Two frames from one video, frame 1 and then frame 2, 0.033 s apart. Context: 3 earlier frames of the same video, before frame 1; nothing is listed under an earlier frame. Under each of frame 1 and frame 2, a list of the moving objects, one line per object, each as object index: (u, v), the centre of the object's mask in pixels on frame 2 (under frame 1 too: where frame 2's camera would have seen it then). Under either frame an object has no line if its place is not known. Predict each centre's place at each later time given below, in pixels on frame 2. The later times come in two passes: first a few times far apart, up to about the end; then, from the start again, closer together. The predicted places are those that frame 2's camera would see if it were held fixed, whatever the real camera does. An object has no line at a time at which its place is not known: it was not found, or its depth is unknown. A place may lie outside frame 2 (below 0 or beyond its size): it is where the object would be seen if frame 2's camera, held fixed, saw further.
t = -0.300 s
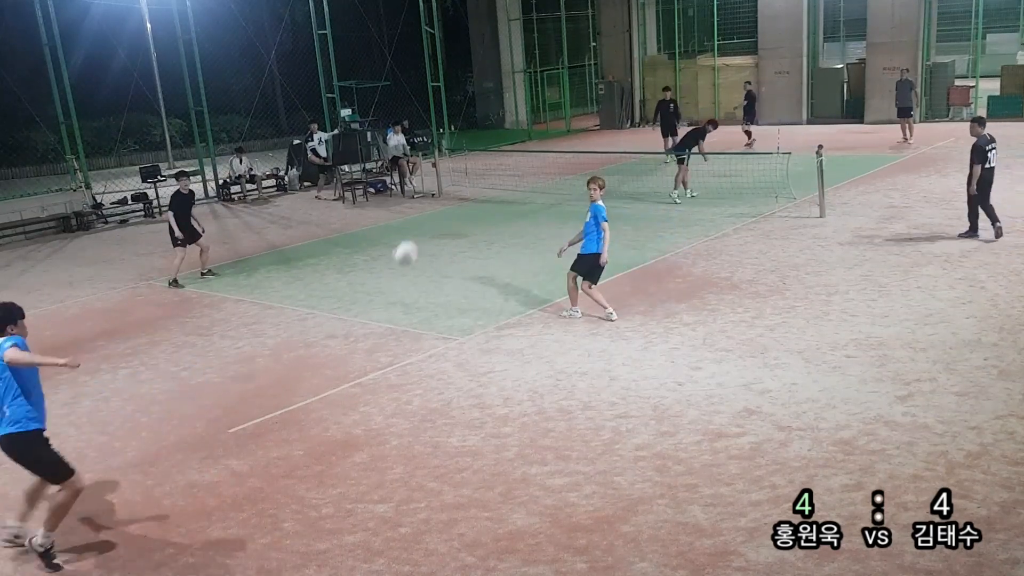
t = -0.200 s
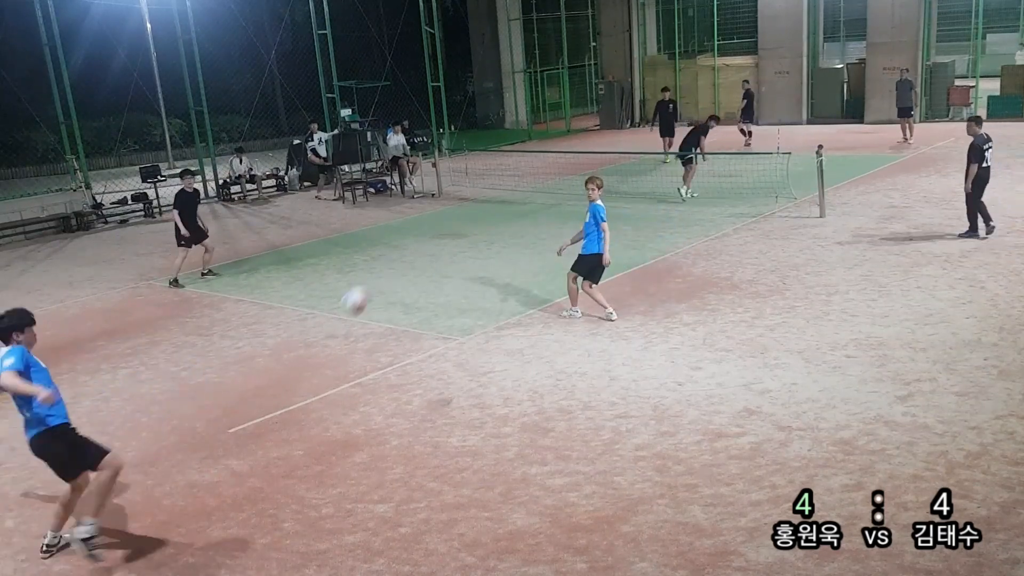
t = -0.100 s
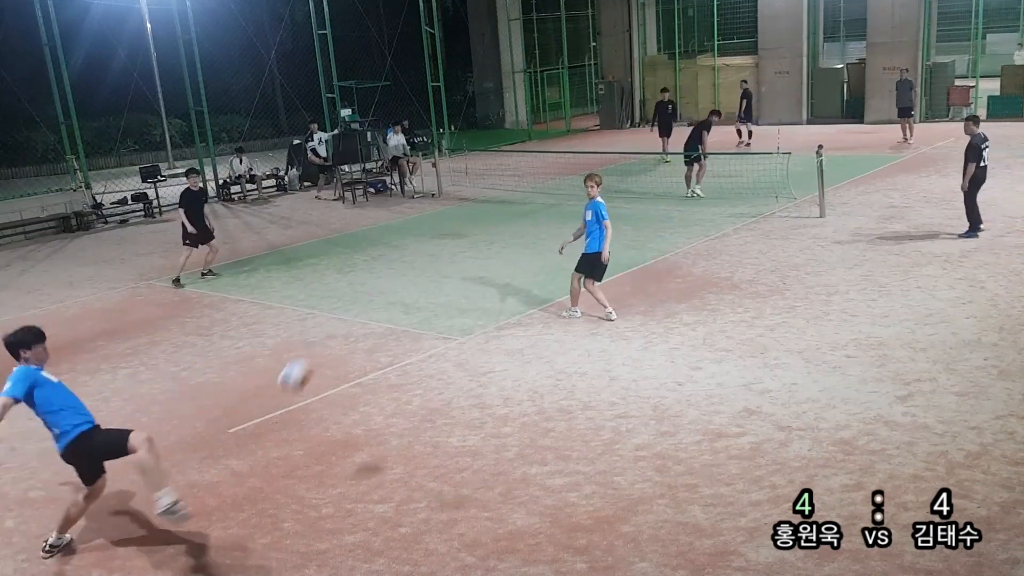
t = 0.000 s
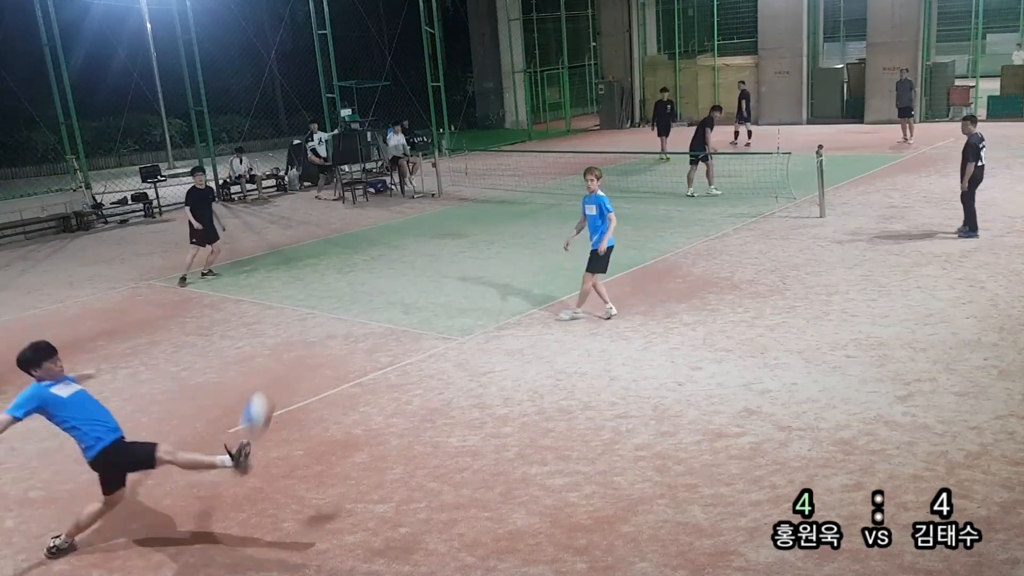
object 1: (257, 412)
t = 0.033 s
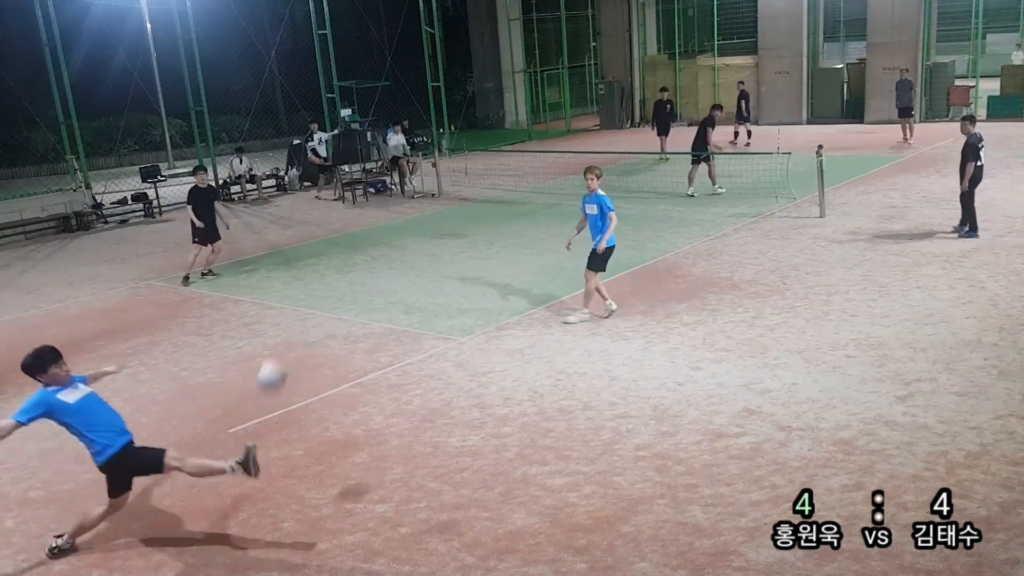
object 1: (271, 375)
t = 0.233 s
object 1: (356, 197)
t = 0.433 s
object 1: (418, 117)
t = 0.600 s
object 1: (463, 95)
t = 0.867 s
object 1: (520, 116)
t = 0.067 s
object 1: (290, 336)
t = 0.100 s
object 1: (305, 302)
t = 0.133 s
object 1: (318, 271)
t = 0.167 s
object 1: (332, 242)
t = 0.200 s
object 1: (343, 217)
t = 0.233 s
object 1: (356, 197)
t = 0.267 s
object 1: (368, 180)
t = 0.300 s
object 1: (378, 162)
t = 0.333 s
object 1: (389, 149)
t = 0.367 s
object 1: (399, 136)
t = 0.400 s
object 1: (410, 124)
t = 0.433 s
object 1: (418, 117)
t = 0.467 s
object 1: (428, 109)
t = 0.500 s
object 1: (437, 104)
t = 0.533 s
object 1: (446, 99)
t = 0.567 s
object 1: (455, 96)
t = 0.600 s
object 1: (463, 95)
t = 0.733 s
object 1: (493, 98)
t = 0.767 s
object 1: (500, 101)
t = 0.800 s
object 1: (507, 105)
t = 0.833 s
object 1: (514, 110)
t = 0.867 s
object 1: (520, 116)
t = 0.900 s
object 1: (527, 123)
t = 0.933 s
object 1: (533, 130)
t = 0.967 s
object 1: (538, 137)
